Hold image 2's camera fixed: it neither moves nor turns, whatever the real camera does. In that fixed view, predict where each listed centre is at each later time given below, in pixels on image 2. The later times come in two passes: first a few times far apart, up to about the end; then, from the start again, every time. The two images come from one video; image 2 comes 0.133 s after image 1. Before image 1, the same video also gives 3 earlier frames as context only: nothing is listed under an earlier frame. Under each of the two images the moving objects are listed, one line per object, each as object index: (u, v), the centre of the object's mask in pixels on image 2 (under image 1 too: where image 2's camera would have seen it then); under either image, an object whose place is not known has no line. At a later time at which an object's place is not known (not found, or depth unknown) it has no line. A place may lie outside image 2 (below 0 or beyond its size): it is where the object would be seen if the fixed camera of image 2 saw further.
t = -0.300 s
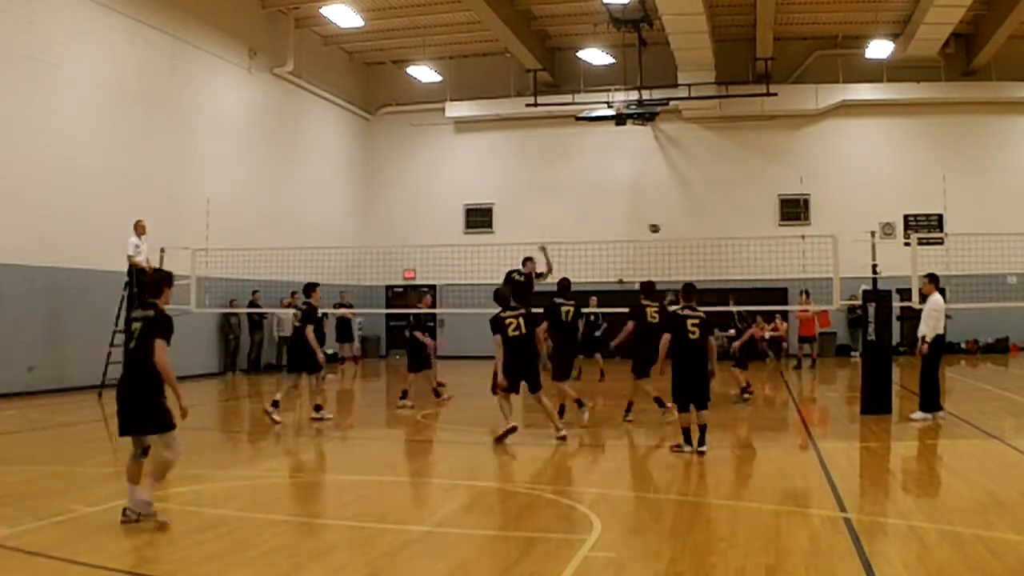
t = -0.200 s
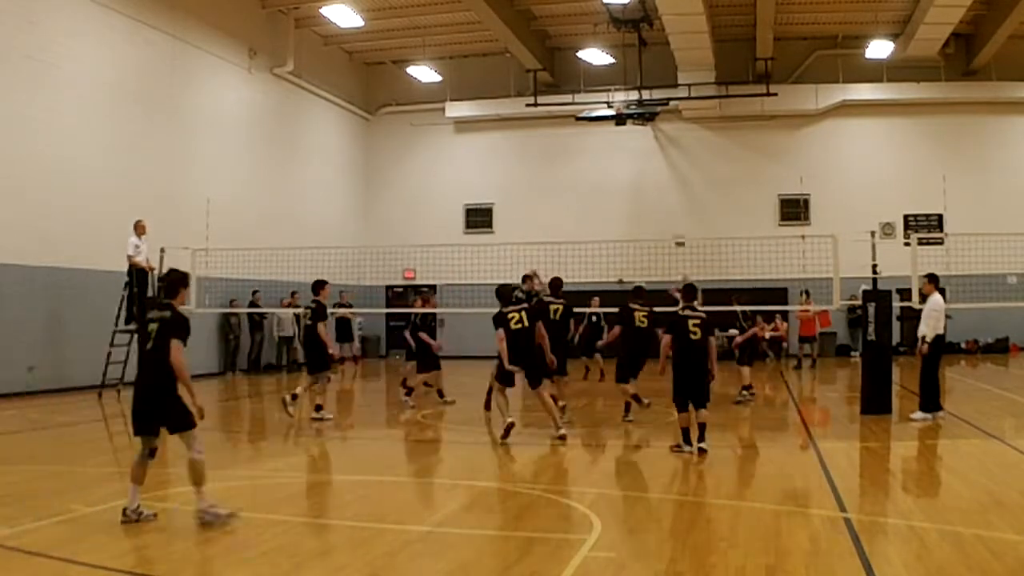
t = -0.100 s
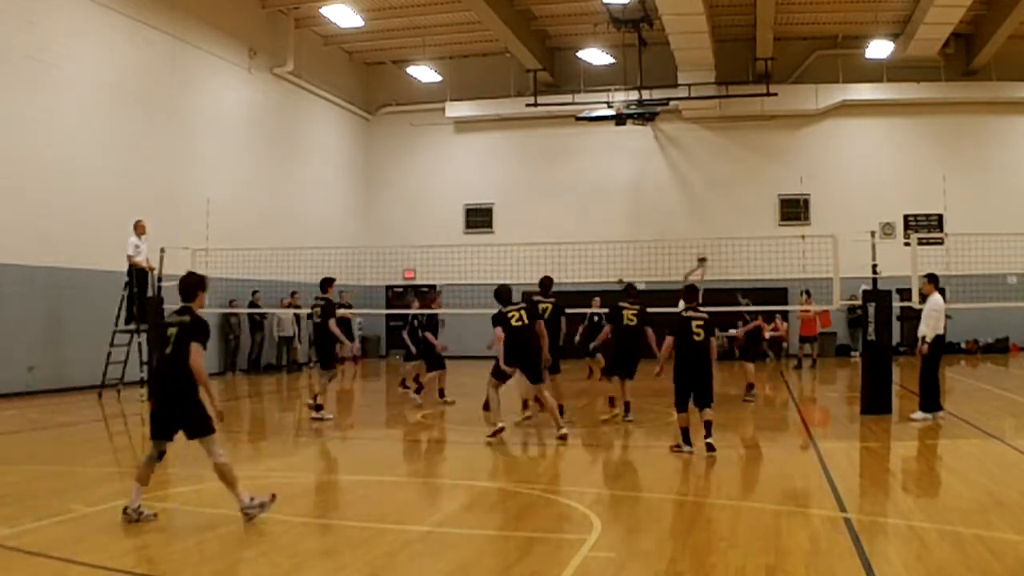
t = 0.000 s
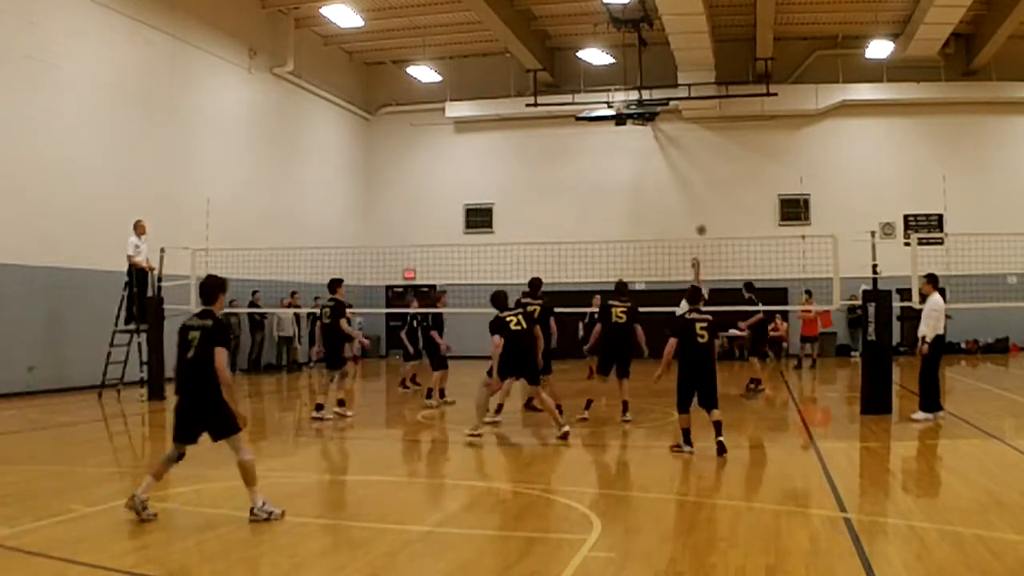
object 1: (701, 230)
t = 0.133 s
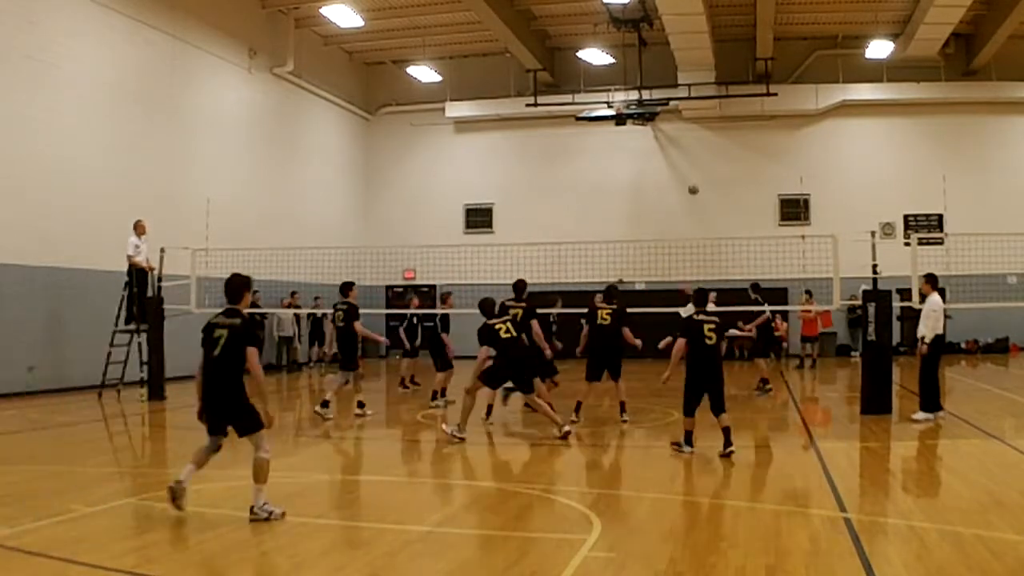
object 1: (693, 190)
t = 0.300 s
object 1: (684, 154)
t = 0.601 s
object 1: (668, 130)
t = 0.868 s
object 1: (656, 146)
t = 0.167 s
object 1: (691, 181)
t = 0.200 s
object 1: (689, 174)
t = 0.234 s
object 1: (687, 167)
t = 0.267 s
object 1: (685, 160)
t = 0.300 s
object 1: (684, 154)
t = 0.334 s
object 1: (682, 149)
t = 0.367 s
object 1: (680, 145)
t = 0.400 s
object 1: (679, 141)
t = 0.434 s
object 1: (677, 137)
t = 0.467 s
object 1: (675, 135)
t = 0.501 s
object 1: (673, 133)
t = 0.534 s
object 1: (671, 132)
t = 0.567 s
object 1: (670, 131)
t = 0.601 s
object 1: (668, 130)
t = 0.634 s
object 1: (667, 130)
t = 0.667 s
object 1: (666, 130)
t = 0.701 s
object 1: (664, 131)
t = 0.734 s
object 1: (663, 133)
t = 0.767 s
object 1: (660, 134)
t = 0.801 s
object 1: (659, 138)
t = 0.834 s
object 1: (658, 142)
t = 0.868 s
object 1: (656, 146)
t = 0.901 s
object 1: (655, 150)
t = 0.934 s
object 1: (654, 156)
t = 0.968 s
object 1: (652, 161)
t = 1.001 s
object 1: (651, 167)
